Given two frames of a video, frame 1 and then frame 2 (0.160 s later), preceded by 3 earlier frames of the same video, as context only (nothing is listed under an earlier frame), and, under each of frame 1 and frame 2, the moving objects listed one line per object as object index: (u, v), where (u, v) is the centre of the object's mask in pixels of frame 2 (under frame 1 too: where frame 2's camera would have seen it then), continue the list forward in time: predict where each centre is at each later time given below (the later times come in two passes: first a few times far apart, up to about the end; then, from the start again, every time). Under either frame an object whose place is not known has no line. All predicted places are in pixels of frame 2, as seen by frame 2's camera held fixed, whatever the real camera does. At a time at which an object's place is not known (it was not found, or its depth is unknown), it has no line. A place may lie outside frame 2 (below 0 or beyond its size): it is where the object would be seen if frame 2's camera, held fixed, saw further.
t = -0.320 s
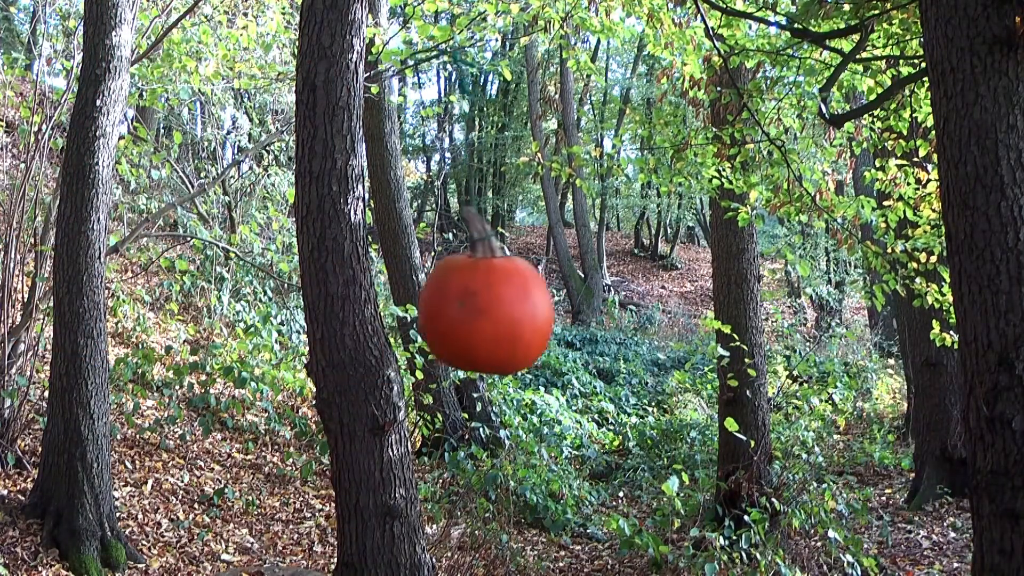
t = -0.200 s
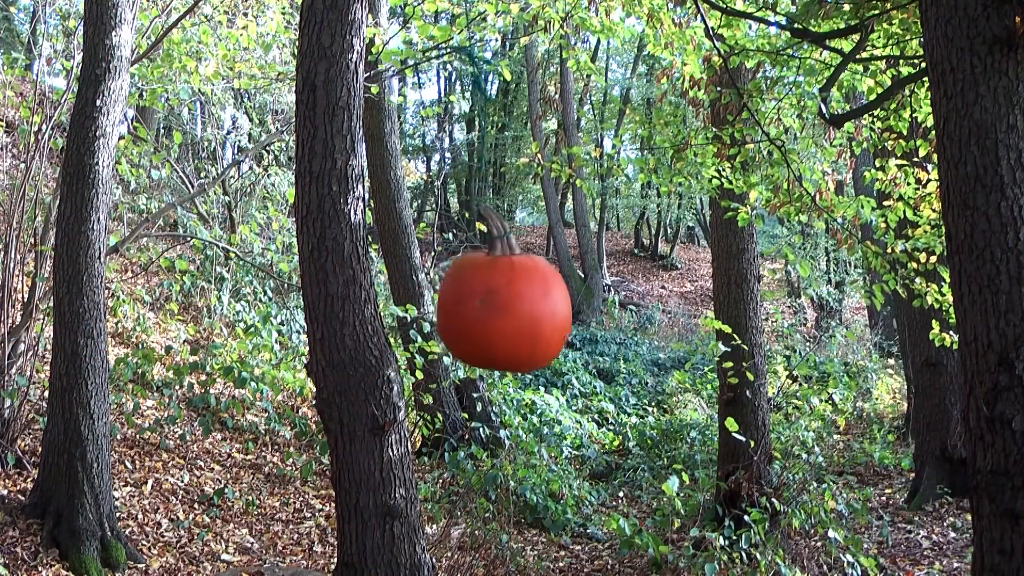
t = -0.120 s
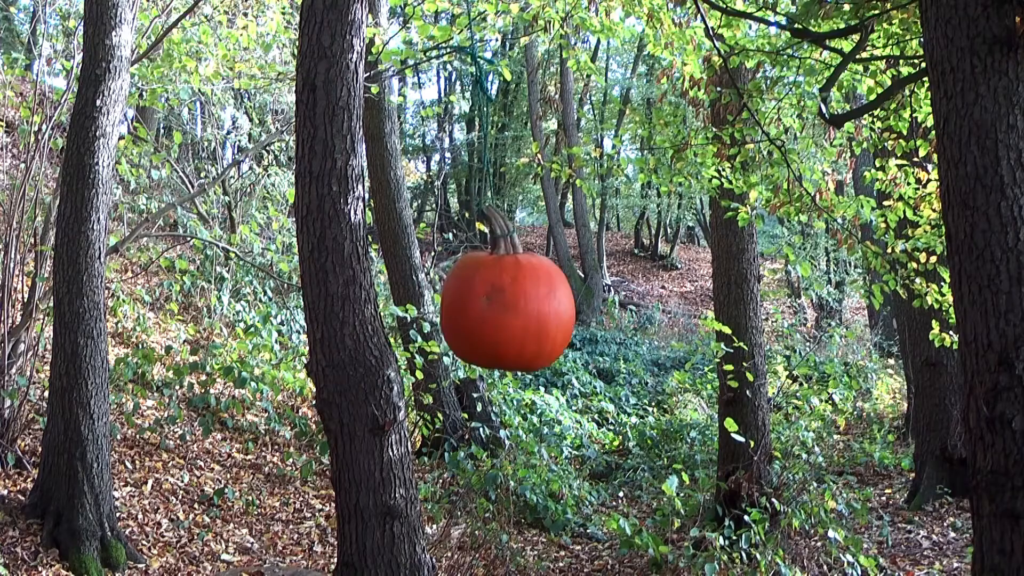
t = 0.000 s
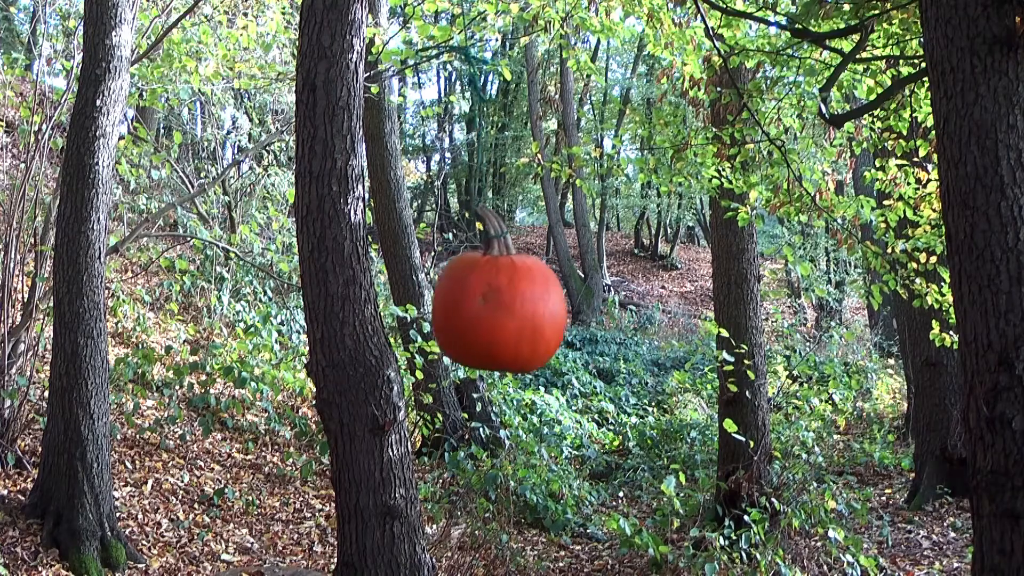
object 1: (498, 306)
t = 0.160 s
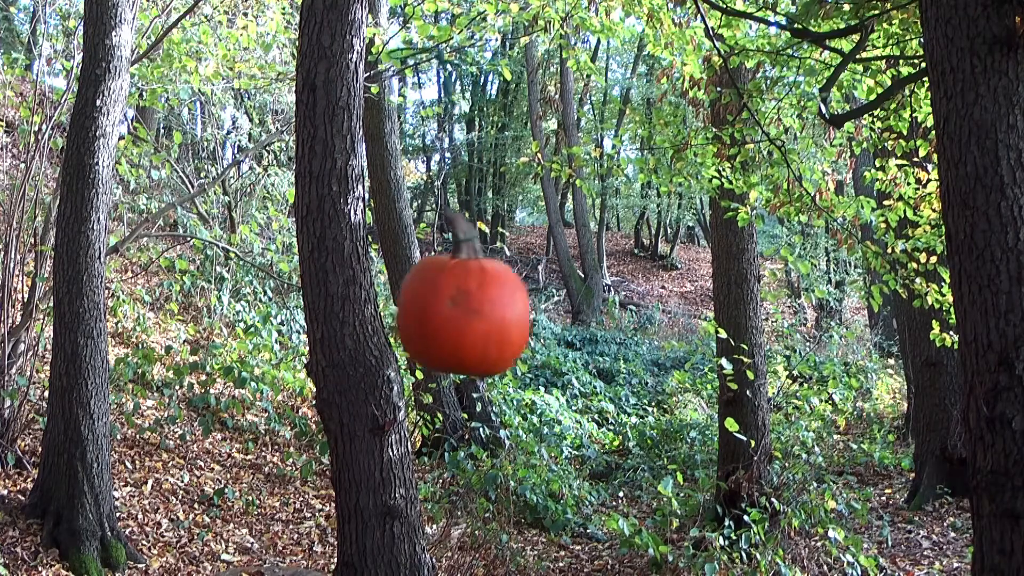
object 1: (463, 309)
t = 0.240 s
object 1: (438, 311)
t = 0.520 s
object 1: (314, 315)
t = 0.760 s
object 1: (196, 309)
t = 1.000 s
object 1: (101, 296)
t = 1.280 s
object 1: (53, 285)
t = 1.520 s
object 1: (60, 286)
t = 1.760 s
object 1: (119, 297)
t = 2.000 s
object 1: (219, 308)
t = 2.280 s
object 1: (353, 313)
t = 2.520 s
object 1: (448, 309)
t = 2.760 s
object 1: (499, 305)
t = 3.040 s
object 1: (483, 306)
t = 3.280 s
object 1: (408, 312)
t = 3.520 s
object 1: (300, 314)
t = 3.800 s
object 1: (167, 305)
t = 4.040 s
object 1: (86, 292)
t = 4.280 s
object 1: (54, 285)
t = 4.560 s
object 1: (76, 289)
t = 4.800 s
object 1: (148, 301)
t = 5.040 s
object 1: (253, 312)
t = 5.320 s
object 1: (381, 312)
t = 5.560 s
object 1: (465, 308)
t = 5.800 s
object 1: (499, 304)
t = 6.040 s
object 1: (474, 307)
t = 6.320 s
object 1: (377, 312)
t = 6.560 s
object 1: (266, 313)
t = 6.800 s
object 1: (157, 304)
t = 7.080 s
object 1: (73, 291)
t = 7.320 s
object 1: (56, 287)
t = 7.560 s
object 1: (84, 292)
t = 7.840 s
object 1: (176, 307)
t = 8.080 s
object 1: (286, 315)
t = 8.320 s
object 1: (390, 314)
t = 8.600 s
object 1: (478, 308)
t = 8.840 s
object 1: (495, 306)
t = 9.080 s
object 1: (453, 310)
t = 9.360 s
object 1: (345, 314)
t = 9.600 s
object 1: (232, 314)
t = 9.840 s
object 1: (132, 302)
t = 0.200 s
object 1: (451, 310)
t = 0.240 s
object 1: (438, 311)
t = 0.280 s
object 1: (421, 313)
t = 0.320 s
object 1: (405, 313)
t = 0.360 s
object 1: (387, 313)
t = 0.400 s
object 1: (371, 314)
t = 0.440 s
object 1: (352, 316)
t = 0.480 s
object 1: (333, 315)
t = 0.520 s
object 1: (314, 315)
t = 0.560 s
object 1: (294, 315)
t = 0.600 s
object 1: (274, 315)
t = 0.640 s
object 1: (254, 314)
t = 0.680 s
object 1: (233, 313)
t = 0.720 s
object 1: (214, 312)
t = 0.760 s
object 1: (196, 309)
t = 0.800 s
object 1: (178, 307)
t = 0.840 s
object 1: (160, 305)
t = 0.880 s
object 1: (144, 303)
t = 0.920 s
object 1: (128, 301)
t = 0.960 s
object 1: (114, 298)
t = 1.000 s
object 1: (101, 296)
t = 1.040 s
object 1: (91, 294)
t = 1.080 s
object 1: (80, 293)
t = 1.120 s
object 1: (71, 291)
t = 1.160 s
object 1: (63, 289)
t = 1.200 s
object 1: (59, 288)
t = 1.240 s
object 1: (55, 287)
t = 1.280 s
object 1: (53, 285)
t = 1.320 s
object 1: (52, 285)
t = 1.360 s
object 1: (52, 285)
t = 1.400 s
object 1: (53, 285)
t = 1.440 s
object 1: (54, 285)
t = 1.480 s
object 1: (56, 286)
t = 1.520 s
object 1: (60, 286)
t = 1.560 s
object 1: (66, 288)
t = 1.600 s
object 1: (75, 290)
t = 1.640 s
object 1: (84, 291)
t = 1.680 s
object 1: (94, 293)
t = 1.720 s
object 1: (107, 295)
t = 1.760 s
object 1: (119, 297)
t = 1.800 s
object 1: (134, 299)
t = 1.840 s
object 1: (150, 300)
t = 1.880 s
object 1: (167, 302)
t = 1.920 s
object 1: (183, 305)
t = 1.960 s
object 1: (201, 307)
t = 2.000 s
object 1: (219, 308)
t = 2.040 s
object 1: (239, 310)
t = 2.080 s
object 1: (259, 311)
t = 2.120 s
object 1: (278, 312)
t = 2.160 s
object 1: (297, 312)
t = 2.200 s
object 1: (316, 313)
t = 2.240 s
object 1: (334, 314)
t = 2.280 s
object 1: (353, 313)
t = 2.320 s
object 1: (370, 312)
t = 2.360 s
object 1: (387, 312)
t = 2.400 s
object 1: (403, 311)
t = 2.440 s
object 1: (420, 311)
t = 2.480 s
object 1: (435, 310)
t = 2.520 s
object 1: (448, 309)
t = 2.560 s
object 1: (460, 308)
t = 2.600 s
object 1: (471, 307)
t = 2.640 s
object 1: (480, 306)
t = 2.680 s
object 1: (488, 305)
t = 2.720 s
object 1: (495, 304)
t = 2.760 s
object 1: (499, 305)
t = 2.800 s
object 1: (502, 304)
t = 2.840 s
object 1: (503, 304)
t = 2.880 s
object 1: (502, 304)
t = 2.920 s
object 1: (500, 304)
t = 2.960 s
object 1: (496, 305)
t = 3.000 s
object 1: (491, 306)
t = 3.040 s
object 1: (483, 306)
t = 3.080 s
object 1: (475, 307)
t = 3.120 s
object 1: (464, 308)
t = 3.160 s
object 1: (452, 309)
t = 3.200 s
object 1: (439, 309)
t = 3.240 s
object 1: (424, 311)
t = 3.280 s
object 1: (408, 312)
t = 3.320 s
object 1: (391, 312)
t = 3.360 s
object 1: (373, 312)
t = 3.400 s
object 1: (356, 314)
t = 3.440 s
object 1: (338, 315)
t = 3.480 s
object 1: (320, 315)
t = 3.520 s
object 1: (300, 314)
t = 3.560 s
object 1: (280, 313)
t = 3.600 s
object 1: (260, 313)
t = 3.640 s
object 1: (240, 312)
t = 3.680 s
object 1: (221, 310)
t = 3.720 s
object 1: (203, 309)
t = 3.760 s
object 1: (184, 308)
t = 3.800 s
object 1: (167, 305)
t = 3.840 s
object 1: (151, 303)
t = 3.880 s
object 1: (135, 301)
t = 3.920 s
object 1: (120, 298)
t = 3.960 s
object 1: (108, 296)
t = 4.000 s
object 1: (96, 294)
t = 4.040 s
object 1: (86, 292)
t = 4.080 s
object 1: (77, 290)
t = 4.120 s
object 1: (69, 288)
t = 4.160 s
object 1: (62, 288)
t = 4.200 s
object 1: (58, 287)
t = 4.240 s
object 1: (56, 286)
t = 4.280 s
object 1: (54, 285)
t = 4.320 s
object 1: (54, 285)
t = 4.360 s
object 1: (54, 285)
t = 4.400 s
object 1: (55, 285)
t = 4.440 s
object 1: (58, 286)
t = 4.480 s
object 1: (61, 288)
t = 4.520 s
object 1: (67, 289)
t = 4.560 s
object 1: (76, 289)
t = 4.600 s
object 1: (85, 291)
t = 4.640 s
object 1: (94, 293)
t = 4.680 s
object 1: (106, 295)
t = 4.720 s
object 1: (118, 297)
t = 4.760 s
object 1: (132, 299)
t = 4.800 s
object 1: (148, 301)
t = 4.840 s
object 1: (164, 303)
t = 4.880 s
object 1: (180, 306)
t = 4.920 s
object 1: (197, 308)
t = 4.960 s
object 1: (215, 310)
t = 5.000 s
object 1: (234, 312)
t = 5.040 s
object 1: (253, 312)
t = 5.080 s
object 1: (273, 313)
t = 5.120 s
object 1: (291, 313)
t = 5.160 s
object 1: (310, 313)
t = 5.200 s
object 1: (328, 313)
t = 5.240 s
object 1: (347, 314)
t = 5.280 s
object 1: (365, 313)
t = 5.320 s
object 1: (381, 312)
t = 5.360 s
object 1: (397, 312)
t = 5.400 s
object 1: (414, 312)
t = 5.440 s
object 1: (429, 311)
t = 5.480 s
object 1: (442, 309)
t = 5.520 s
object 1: (454, 308)
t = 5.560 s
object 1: (465, 308)
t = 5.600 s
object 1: (475, 307)
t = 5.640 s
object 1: (483, 306)
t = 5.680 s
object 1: (490, 305)
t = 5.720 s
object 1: (495, 305)
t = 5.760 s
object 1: (498, 305)
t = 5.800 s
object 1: (499, 304)
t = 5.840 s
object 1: (499, 304)
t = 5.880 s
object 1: (498, 305)
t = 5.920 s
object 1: (494, 305)
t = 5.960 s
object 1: (489, 305)
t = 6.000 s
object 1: (483, 306)
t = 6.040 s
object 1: (474, 307)
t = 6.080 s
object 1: (464, 308)
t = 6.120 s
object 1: (453, 308)
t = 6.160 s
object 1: (440, 309)
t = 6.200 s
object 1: (425, 311)
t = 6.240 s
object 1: (409, 312)
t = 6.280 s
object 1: (393, 313)
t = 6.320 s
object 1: (377, 312)
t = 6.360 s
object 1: (360, 313)
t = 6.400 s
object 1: (341, 314)
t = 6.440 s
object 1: (323, 314)
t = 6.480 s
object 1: (305, 314)
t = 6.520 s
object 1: (285, 314)
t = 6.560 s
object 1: (266, 313)
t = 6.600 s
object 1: (246, 312)
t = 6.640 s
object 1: (227, 312)
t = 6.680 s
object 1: (209, 310)
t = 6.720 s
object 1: (191, 308)
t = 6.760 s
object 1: (174, 306)
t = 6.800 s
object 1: (157, 304)
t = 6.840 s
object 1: (141, 302)
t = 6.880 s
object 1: (126, 300)
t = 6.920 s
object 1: (114, 298)
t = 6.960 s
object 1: (102, 295)
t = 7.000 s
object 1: (91, 294)
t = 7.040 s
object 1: (82, 293)
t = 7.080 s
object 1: (73, 291)
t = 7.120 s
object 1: (67, 290)
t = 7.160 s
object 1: (61, 288)
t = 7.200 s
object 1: (59, 287)
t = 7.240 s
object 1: (57, 287)
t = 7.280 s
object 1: (56, 287)
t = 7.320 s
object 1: (56, 287)
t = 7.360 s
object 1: (57, 287)
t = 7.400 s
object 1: (59, 287)
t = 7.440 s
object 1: (63, 288)
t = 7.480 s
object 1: (68, 290)
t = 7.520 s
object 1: (75, 291)
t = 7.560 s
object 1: (84, 292)
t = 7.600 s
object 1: (93, 294)
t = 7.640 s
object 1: (105, 295)
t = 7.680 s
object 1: (116, 297)
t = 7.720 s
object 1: (130, 300)
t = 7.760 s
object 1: (144, 302)
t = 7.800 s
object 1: (160, 304)
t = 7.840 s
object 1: (176, 307)
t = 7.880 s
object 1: (193, 308)
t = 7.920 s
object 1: (210, 310)
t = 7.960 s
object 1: (229, 312)
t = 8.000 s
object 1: (247, 313)
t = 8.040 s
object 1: (266, 315)
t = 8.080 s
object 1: (286, 315)
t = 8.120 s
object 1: (304, 315)
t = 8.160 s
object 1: (322, 315)
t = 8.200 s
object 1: (340, 316)
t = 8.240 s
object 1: (358, 316)
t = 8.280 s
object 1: (374, 315)
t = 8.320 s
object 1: (390, 314)
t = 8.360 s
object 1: (407, 314)
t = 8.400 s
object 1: (422, 313)
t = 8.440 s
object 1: (436, 312)
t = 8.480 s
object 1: (448, 310)
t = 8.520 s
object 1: (460, 309)
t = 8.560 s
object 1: (469, 308)
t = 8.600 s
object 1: (478, 308)
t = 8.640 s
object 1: (485, 307)
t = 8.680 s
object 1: (490, 307)
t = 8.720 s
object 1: (494, 306)
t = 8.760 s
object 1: (495, 306)
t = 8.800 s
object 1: (496, 306)
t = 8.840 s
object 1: (495, 306)
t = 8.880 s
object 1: (492, 307)
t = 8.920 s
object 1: (487, 307)
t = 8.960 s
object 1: (481, 308)
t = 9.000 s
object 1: (473, 308)
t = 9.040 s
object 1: (464, 309)
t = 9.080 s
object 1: (453, 310)
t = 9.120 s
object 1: (441, 311)
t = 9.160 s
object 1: (426, 313)
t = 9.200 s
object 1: (411, 313)
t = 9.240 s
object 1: (396, 313)
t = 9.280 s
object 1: (379, 315)
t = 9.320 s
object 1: (362, 316)
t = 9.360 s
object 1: (345, 314)
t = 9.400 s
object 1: (326, 315)
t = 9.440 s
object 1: (309, 316)
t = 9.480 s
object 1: (290, 316)
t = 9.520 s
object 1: (271, 316)
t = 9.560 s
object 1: (251, 315)
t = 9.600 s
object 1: (232, 314)
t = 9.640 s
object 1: (213, 312)
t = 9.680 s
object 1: (196, 310)
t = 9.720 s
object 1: (179, 308)
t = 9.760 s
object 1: (163, 307)
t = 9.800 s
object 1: (147, 305)
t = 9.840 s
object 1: (132, 302)
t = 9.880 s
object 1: (119, 300)
